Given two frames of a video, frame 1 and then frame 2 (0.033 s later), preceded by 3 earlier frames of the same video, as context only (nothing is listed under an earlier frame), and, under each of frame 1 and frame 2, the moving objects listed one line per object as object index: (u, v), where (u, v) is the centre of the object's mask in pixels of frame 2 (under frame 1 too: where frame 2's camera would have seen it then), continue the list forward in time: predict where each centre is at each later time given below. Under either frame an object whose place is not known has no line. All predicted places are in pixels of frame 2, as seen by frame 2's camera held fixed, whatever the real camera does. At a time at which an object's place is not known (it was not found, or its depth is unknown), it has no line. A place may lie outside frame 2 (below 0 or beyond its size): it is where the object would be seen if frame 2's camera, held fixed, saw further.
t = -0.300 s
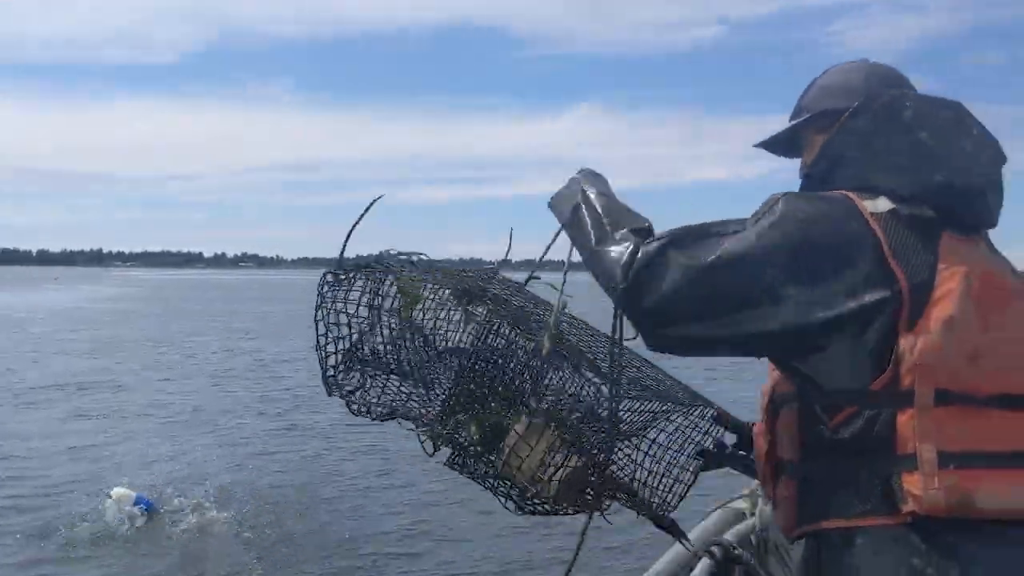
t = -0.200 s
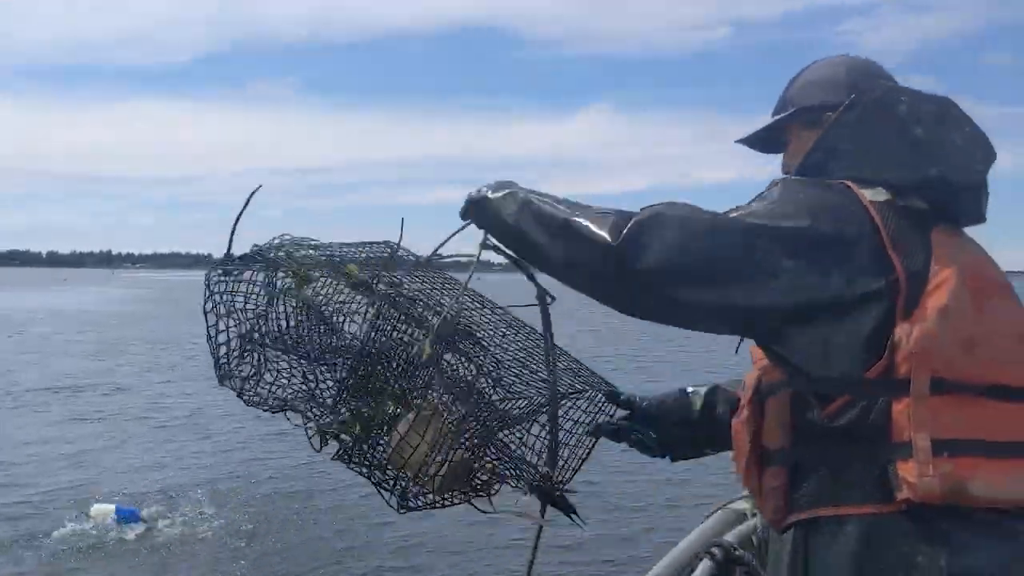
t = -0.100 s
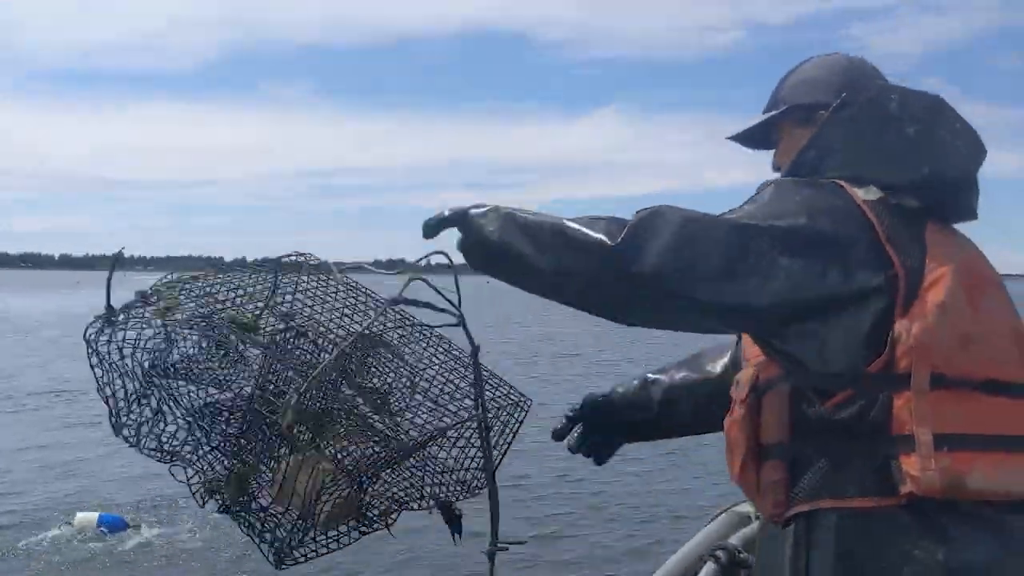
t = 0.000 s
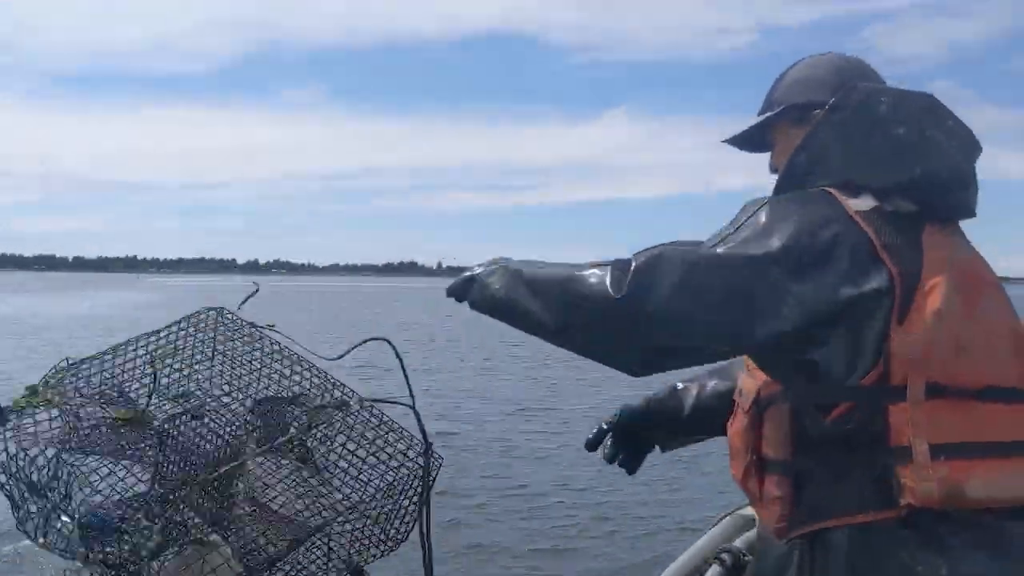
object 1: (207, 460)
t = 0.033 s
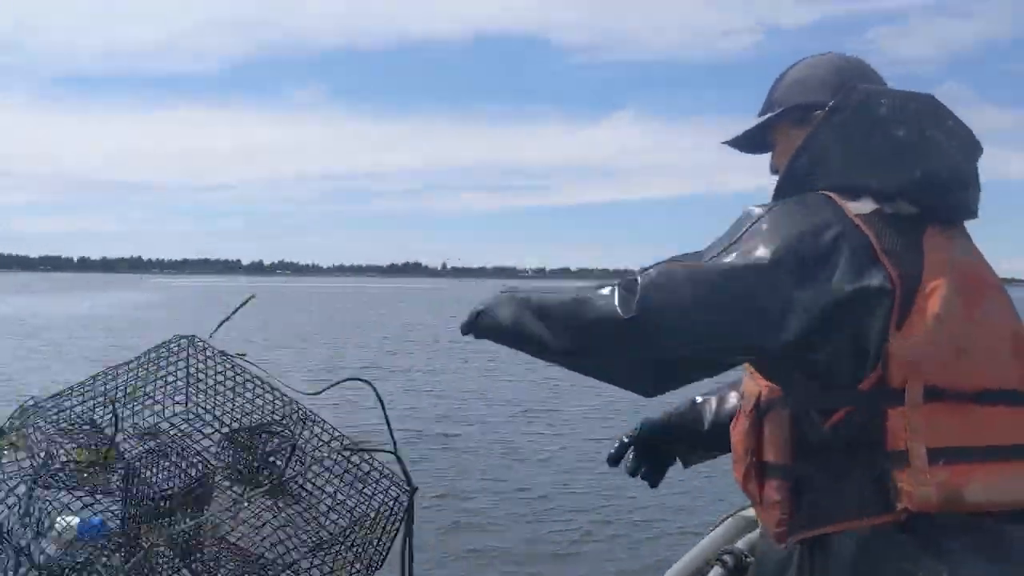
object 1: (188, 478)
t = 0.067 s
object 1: (168, 493)
